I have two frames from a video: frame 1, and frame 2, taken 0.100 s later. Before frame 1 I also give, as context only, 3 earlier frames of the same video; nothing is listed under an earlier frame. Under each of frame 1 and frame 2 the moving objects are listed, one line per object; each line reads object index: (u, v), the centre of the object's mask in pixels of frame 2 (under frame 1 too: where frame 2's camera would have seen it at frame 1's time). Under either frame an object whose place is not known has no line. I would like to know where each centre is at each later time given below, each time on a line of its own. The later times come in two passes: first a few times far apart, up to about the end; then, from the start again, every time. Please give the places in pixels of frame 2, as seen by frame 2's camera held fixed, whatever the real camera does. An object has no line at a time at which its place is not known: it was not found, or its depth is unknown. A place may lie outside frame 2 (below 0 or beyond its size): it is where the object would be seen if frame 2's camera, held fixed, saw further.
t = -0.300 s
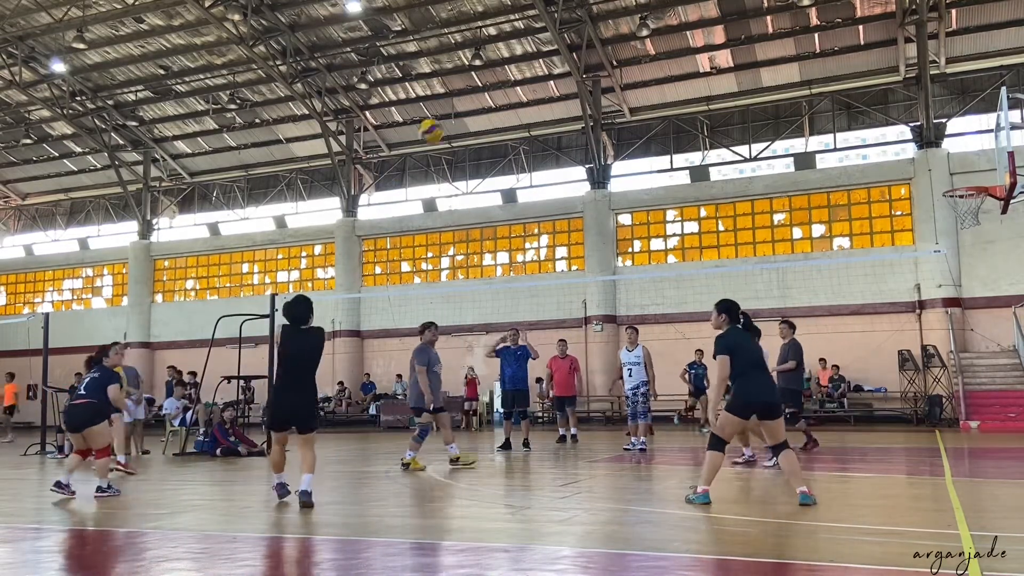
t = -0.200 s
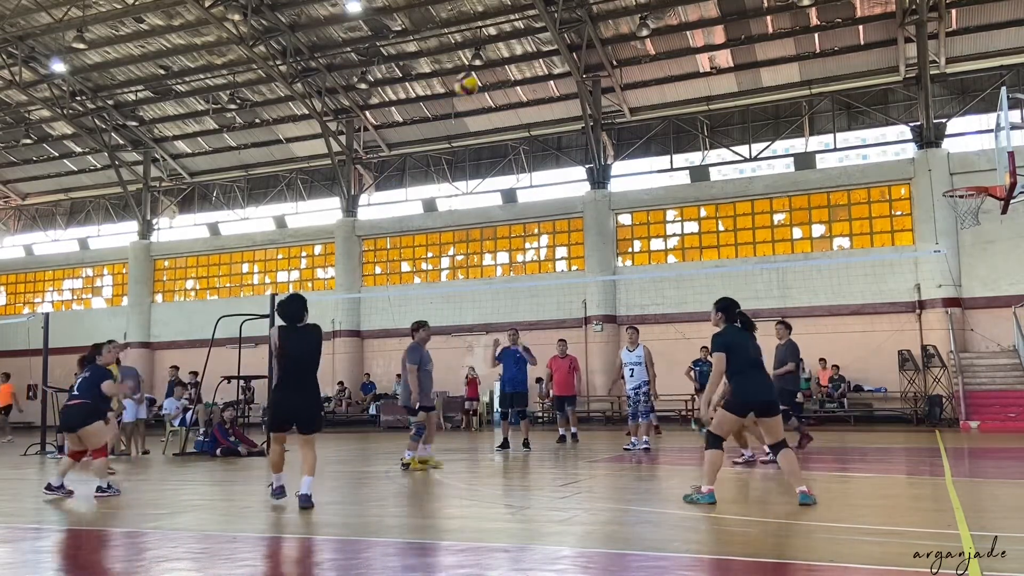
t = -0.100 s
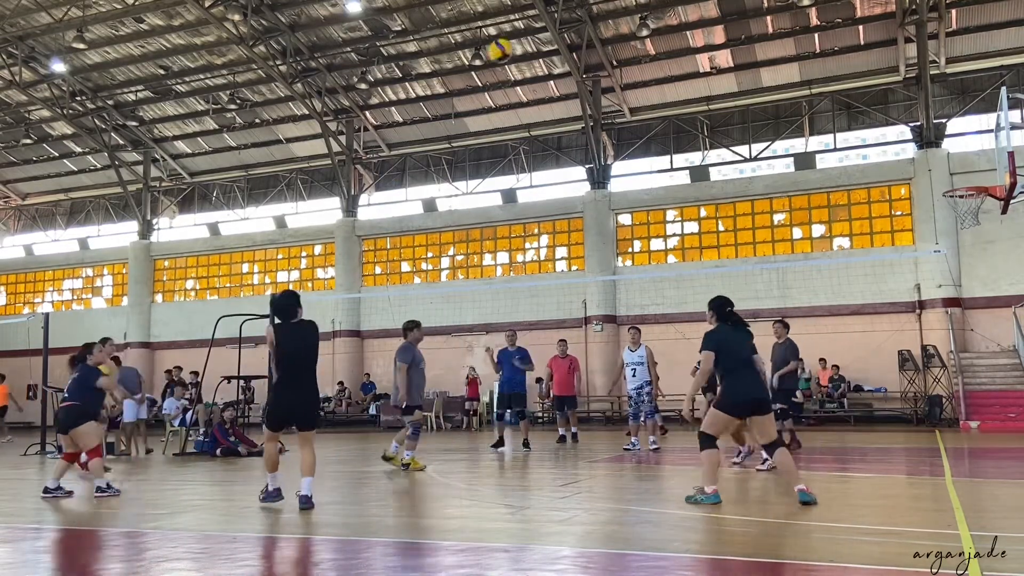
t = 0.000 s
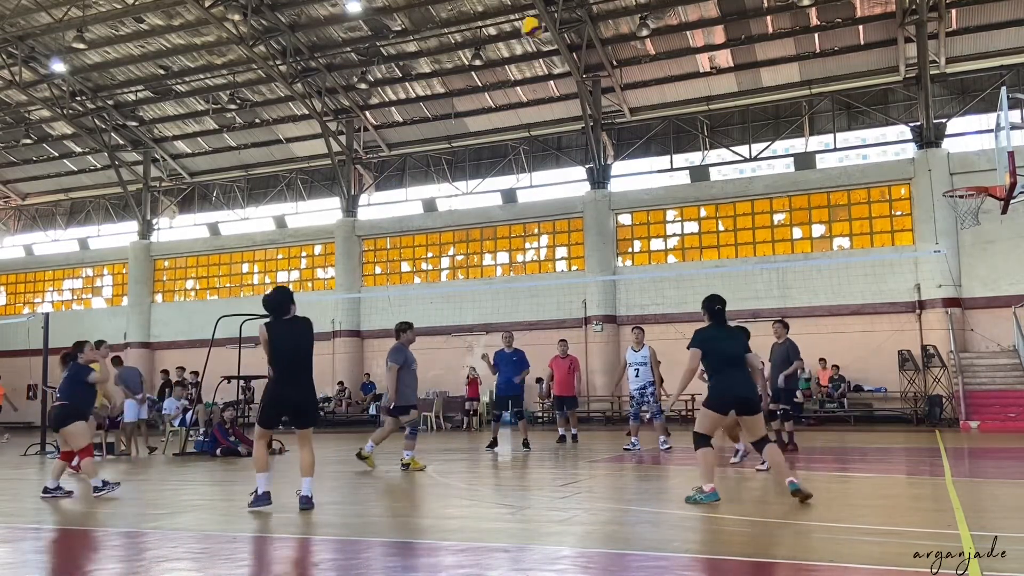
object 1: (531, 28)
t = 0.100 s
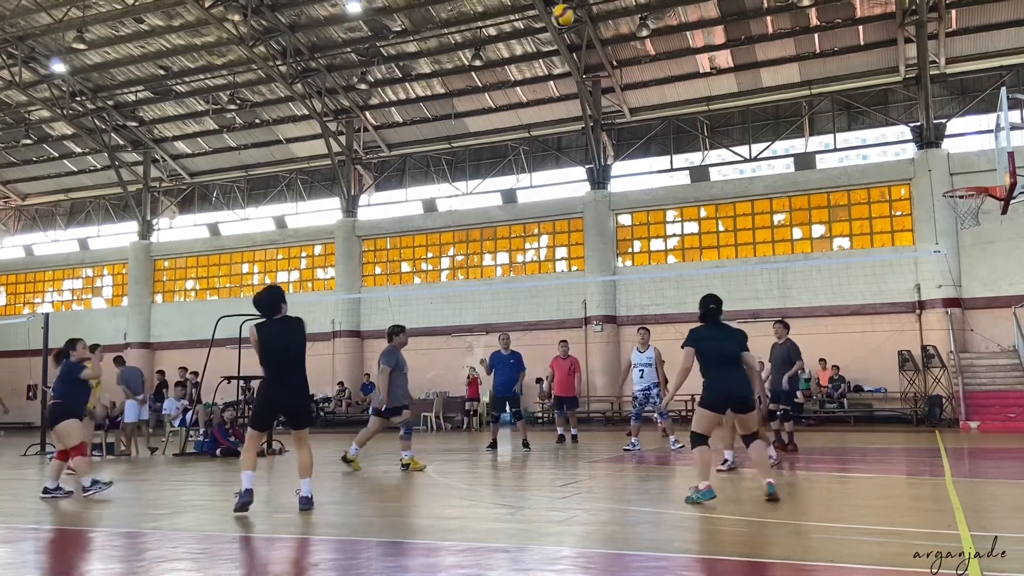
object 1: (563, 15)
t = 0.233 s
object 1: (602, 14)
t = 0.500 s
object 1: (675, 60)
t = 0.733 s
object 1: (736, 151)
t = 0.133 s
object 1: (572, 15)
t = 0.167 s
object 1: (582, 13)
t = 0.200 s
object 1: (592, 14)
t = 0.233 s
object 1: (602, 14)
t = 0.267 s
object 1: (609, 15)
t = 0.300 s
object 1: (619, 20)
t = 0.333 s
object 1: (630, 26)
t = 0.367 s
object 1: (640, 29)
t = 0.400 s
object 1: (647, 35)
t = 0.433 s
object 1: (656, 42)
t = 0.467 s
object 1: (667, 52)
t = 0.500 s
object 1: (675, 60)
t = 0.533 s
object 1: (684, 70)
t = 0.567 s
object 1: (692, 82)
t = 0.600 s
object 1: (702, 94)
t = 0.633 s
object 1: (709, 106)
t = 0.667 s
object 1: (717, 119)
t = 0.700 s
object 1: (727, 135)
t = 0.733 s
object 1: (736, 151)
